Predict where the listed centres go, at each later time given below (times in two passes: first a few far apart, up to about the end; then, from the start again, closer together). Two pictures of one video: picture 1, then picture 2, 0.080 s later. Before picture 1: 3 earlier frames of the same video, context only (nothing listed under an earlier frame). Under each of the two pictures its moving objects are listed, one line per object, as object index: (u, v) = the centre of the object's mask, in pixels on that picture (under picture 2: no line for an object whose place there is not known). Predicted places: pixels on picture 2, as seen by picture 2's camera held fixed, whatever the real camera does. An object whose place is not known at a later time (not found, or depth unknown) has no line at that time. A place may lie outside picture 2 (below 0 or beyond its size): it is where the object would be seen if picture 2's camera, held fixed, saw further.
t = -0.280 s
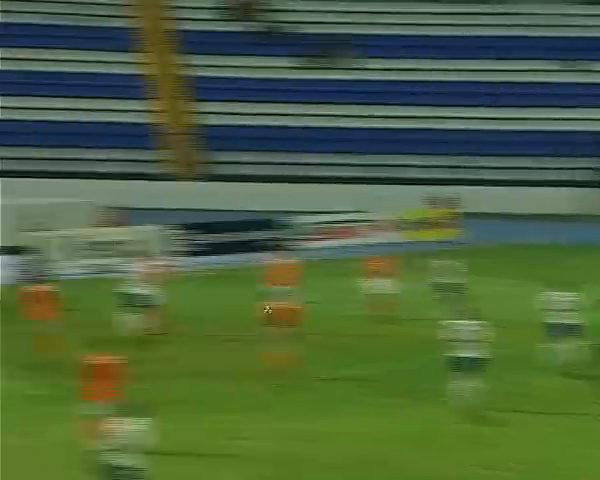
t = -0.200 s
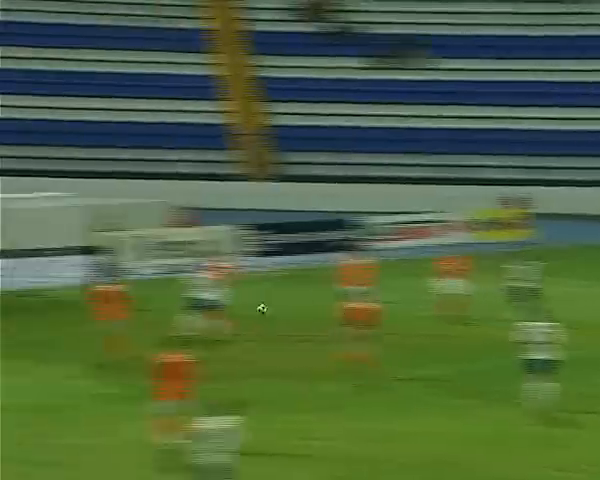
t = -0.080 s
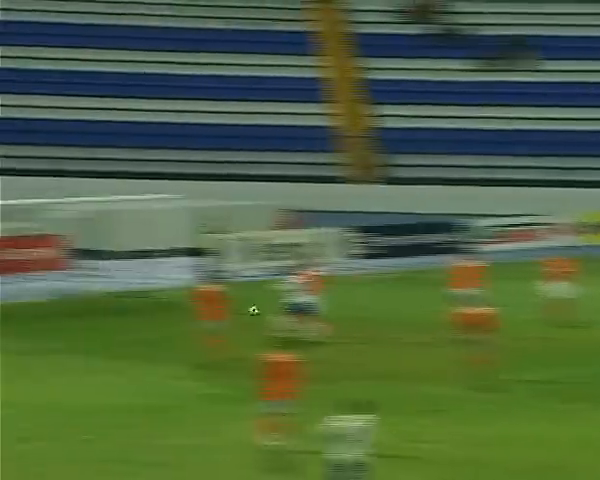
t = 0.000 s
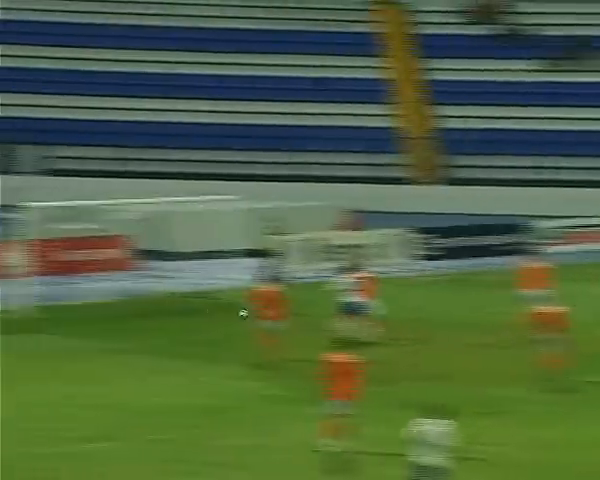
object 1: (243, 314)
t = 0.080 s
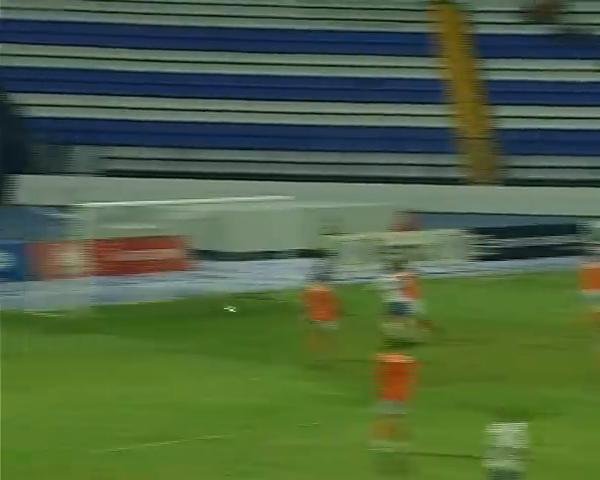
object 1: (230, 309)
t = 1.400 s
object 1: (51, 366)
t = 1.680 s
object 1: (41, 378)
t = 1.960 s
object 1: (31, 389)
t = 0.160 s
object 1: (166, 308)
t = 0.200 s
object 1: (132, 309)
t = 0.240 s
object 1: (98, 310)
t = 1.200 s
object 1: (57, 363)
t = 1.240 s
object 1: (56, 364)
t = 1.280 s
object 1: (55, 366)
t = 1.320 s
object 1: (53, 366)
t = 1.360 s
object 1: (52, 367)
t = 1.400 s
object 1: (51, 366)
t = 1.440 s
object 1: (49, 368)
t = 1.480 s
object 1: (48, 370)
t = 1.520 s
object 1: (47, 374)
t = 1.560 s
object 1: (46, 376)
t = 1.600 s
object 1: (44, 376)
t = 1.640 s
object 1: (42, 376)
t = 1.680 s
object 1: (41, 378)
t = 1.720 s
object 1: (40, 380)
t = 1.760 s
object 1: (38, 382)
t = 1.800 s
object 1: (36, 383)
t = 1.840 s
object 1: (36, 384)
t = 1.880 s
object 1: (34, 386)
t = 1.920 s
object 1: (33, 387)
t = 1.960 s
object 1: (31, 389)
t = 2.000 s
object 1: (29, 390)
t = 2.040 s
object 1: (28, 391)
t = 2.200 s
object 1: (20, 395)
